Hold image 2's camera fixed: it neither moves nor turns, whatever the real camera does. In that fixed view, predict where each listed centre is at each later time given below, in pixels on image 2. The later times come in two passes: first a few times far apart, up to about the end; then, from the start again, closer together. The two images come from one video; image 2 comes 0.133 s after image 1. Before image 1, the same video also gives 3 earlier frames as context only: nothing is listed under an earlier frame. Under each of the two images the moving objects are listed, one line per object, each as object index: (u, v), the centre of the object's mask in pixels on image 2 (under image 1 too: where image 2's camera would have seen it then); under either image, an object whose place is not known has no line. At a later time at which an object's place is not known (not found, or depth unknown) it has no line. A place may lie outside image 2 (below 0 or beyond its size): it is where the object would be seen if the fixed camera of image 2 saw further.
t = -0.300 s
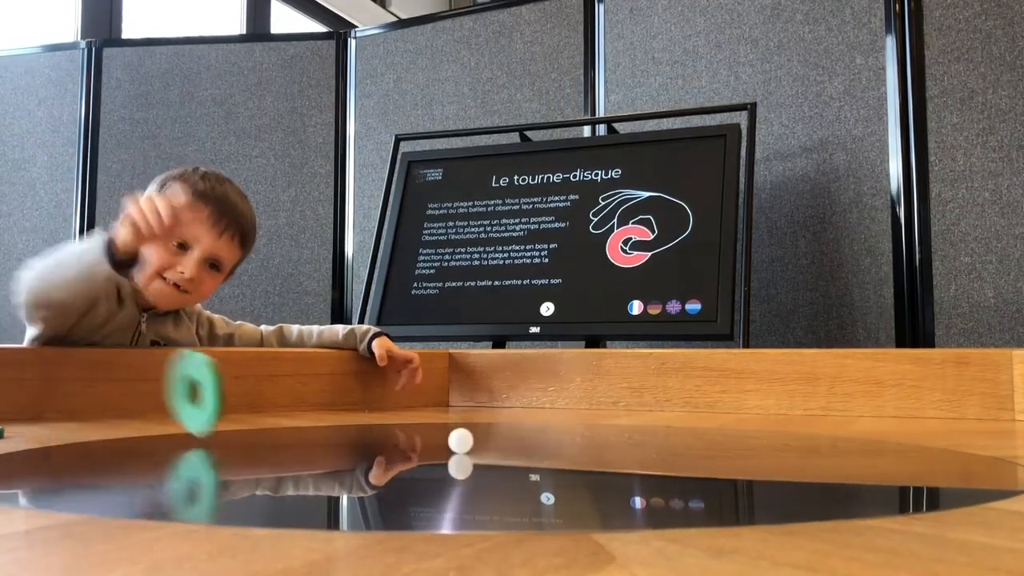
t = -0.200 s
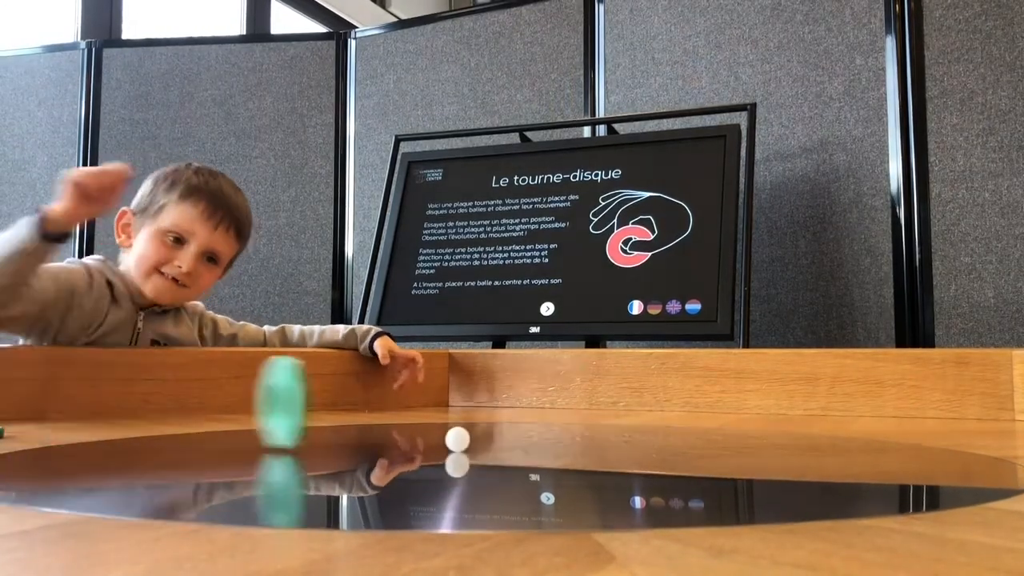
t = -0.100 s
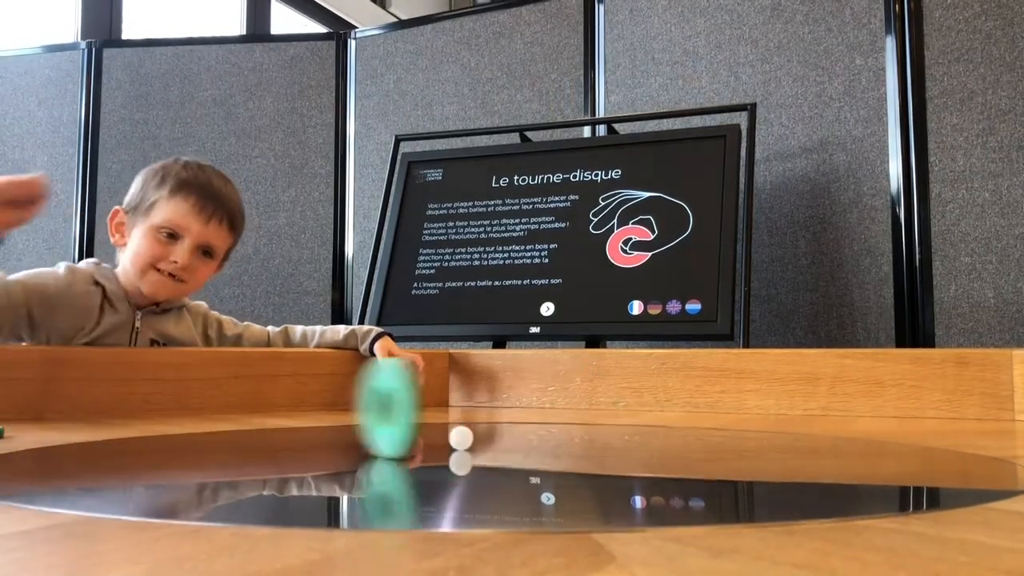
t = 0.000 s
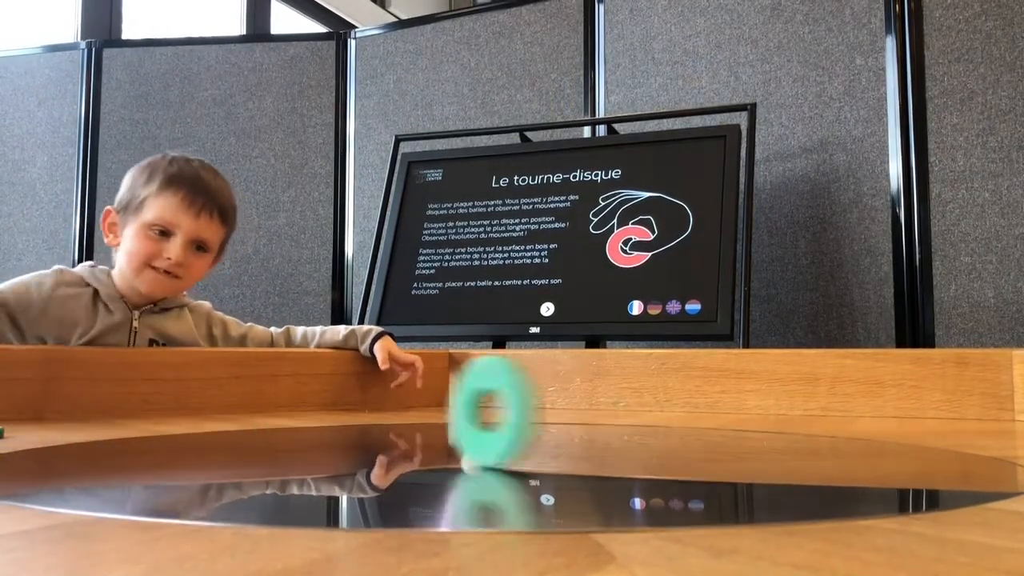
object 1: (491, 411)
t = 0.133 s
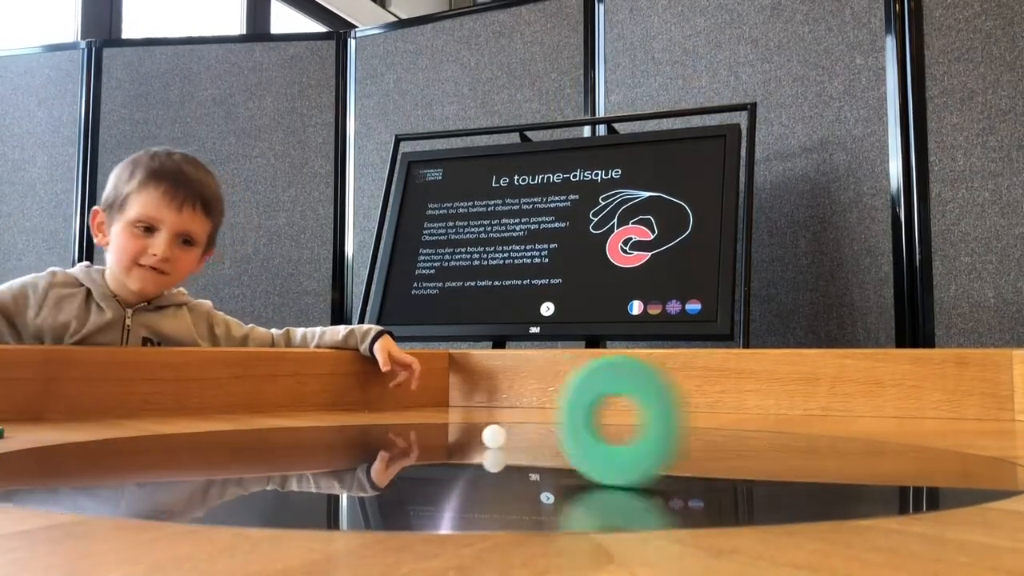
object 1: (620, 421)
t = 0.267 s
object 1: (750, 437)
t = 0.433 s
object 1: (991, 464)
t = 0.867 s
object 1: (1007, 434)
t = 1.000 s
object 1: (922, 467)
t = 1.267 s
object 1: (798, 514)
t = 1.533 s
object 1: (655, 529)
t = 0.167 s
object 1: (652, 425)
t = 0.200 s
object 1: (682, 428)
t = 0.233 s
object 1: (716, 432)
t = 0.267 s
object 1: (750, 437)
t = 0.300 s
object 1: (786, 443)
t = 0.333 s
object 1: (831, 451)
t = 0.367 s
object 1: (891, 458)
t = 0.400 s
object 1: (920, 462)
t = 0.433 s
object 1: (991, 464)
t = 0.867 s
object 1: (1007, 434)
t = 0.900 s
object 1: (972, 488)
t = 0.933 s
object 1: (954, 521)
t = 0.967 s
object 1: (930, 487)
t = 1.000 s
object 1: (922, 467)
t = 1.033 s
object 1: (908, 456)
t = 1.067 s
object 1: (893, 453)
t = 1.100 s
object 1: (879, 452)
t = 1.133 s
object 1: (865, 456)
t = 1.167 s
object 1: (839, 473)
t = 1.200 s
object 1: (822, 513)
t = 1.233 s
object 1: (814, 516)
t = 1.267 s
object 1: (798, 514)
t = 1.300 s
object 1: (786, 522)
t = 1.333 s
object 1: (771, 520)
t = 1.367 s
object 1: (758, 521)
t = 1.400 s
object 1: (742, 523)
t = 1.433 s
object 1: (725, 525)
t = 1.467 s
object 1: (705, 526)
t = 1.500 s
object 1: (681, 527)
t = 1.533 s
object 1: (655, 529)
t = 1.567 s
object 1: (623, 531)
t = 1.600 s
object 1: (588, 534)
